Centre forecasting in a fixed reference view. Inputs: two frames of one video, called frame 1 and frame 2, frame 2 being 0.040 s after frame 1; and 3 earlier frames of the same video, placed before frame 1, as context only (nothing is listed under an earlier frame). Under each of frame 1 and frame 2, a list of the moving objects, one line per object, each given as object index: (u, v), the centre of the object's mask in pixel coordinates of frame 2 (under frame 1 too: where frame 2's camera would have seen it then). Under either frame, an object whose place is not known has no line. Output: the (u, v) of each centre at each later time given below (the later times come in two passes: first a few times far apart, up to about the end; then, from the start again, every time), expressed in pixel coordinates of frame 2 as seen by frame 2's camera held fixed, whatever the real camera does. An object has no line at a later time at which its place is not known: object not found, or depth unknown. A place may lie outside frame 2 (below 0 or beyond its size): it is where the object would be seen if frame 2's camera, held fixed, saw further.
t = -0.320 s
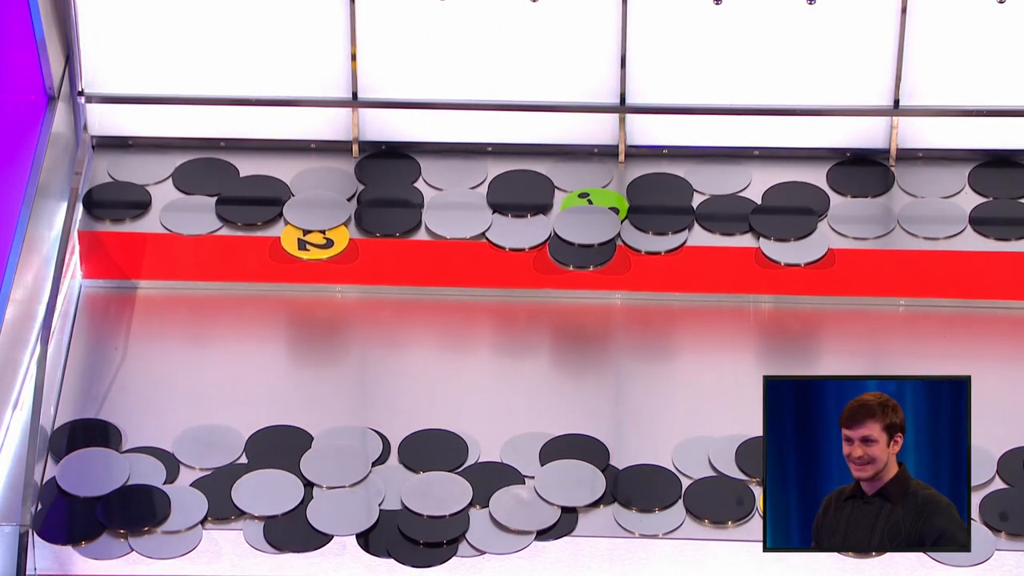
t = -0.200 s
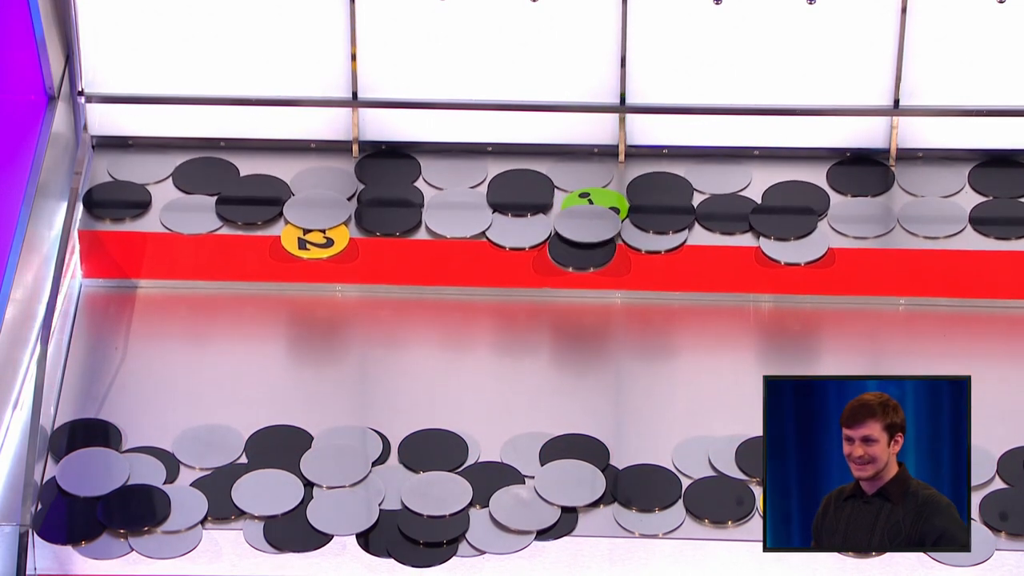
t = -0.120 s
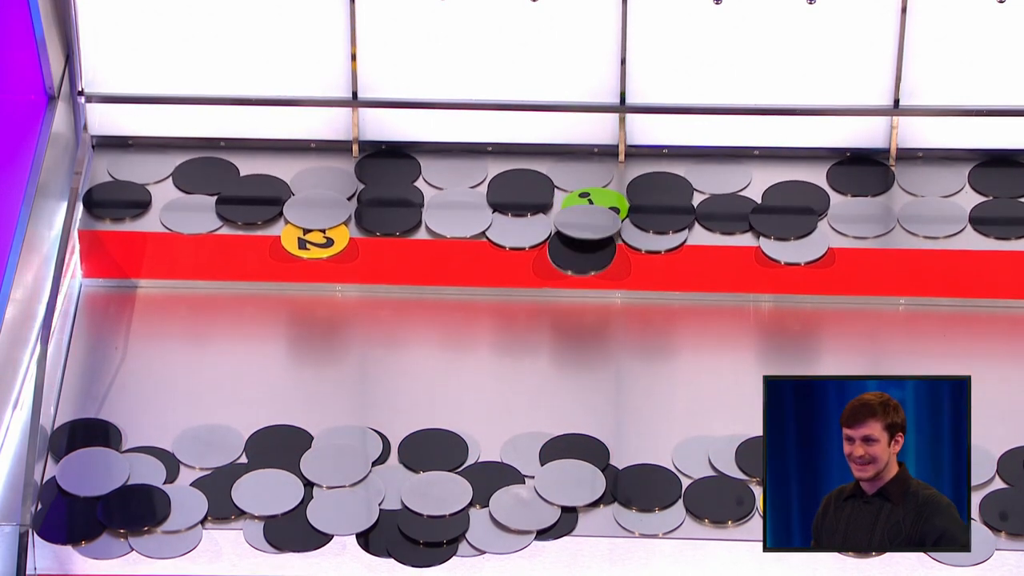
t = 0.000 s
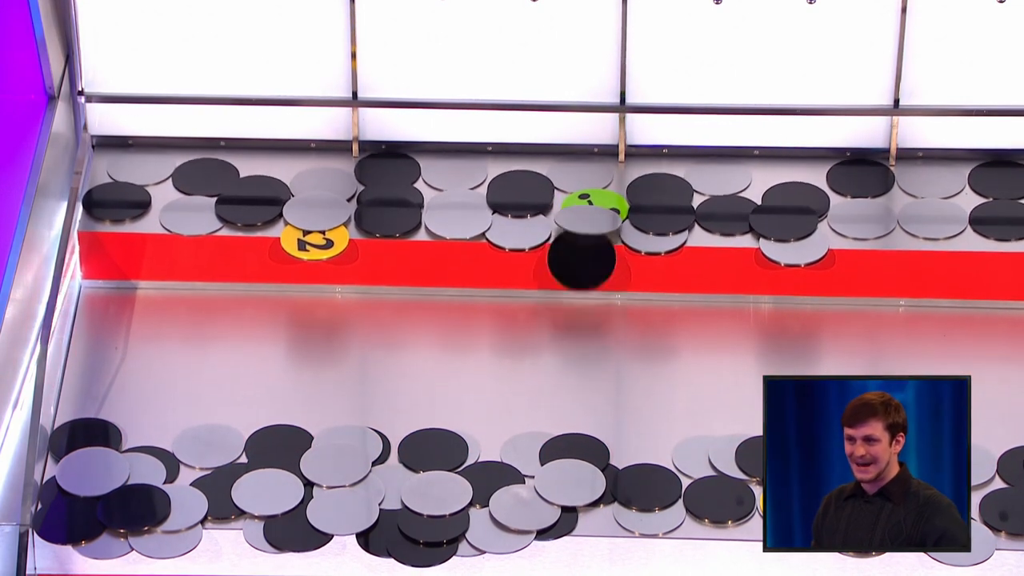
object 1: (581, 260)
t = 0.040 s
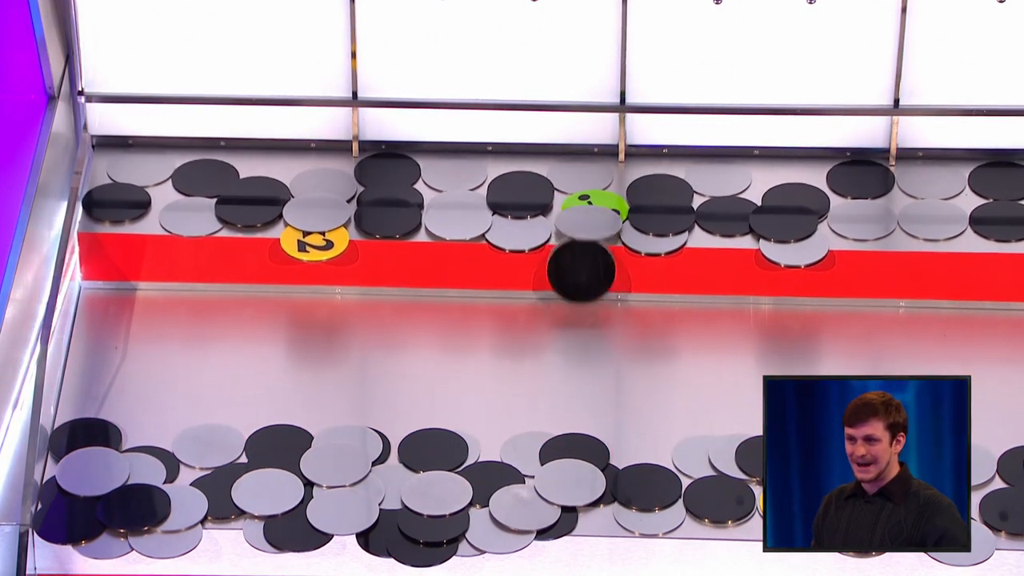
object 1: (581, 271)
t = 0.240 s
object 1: (580, 298)
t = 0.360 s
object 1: (581, 321)
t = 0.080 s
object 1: (581, 286)
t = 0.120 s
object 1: (580, 286)
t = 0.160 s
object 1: (580, 290)
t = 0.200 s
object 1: (580, 294)
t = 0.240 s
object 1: (580, 298)
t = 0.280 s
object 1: (581, 303)
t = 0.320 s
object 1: (581, 310)
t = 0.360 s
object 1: (581, 321)
